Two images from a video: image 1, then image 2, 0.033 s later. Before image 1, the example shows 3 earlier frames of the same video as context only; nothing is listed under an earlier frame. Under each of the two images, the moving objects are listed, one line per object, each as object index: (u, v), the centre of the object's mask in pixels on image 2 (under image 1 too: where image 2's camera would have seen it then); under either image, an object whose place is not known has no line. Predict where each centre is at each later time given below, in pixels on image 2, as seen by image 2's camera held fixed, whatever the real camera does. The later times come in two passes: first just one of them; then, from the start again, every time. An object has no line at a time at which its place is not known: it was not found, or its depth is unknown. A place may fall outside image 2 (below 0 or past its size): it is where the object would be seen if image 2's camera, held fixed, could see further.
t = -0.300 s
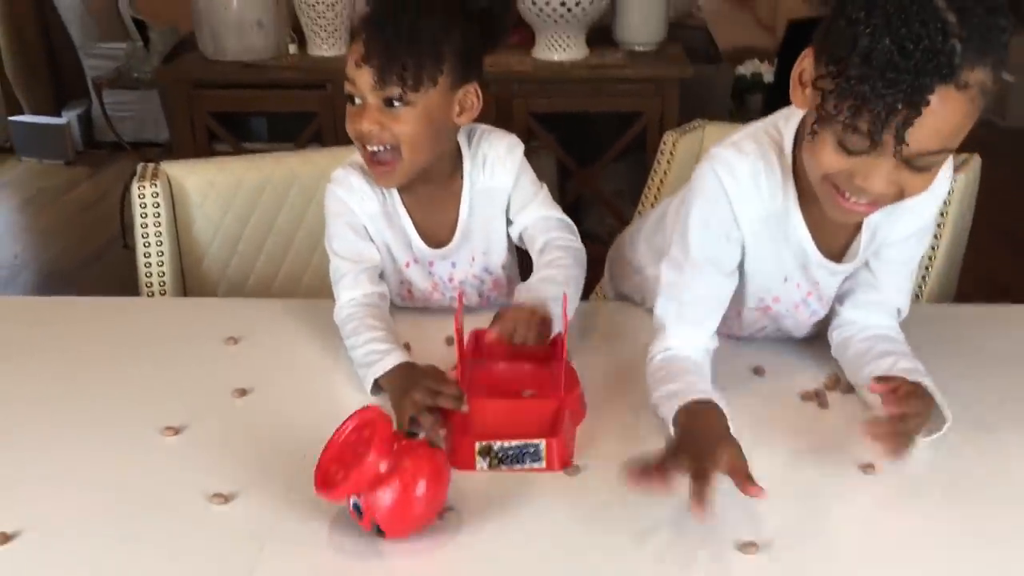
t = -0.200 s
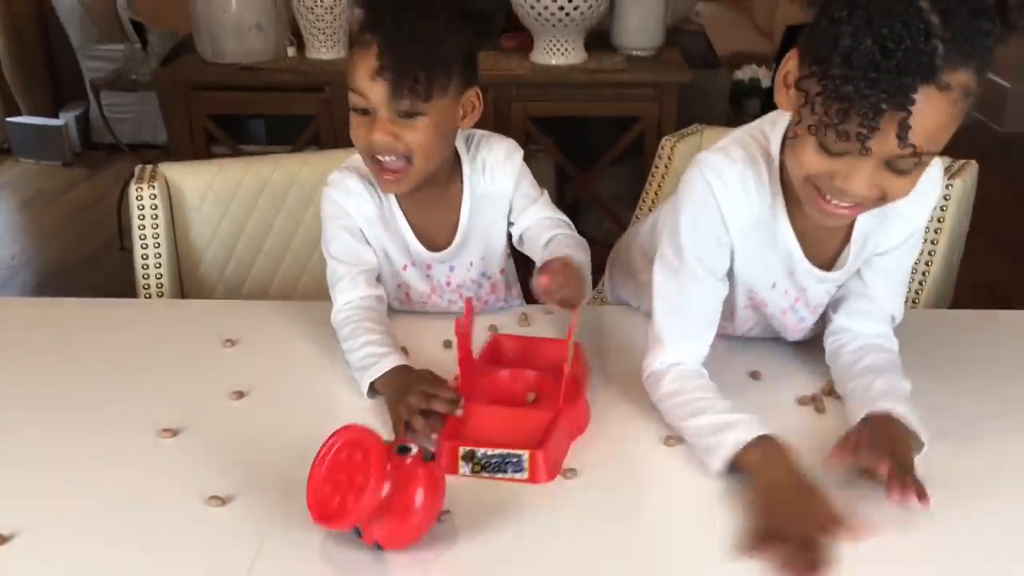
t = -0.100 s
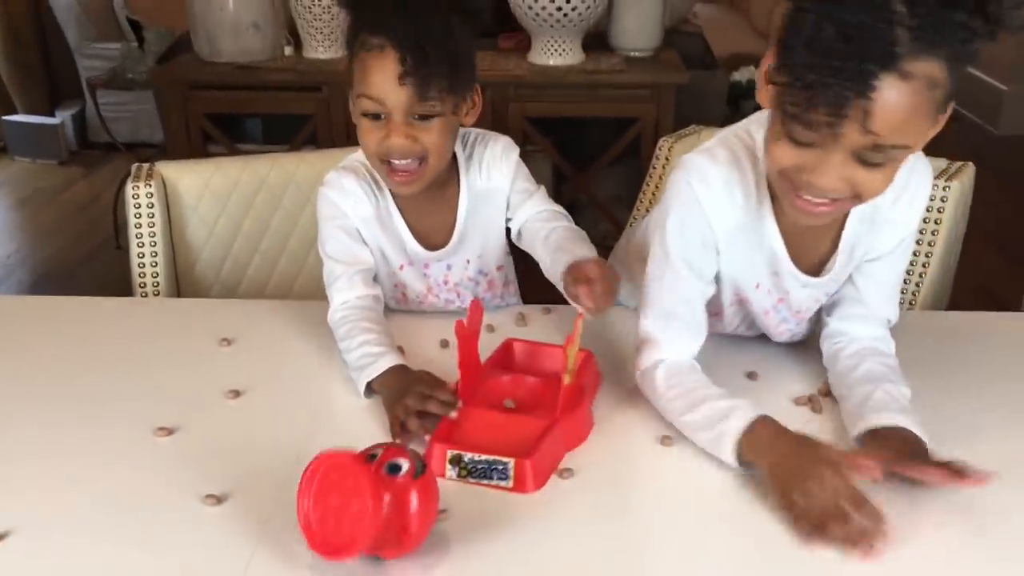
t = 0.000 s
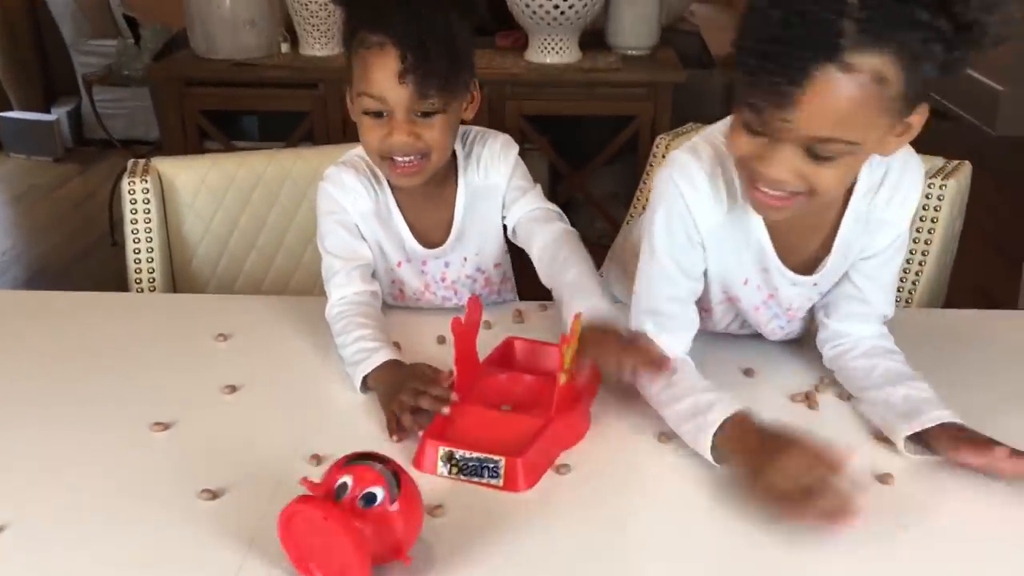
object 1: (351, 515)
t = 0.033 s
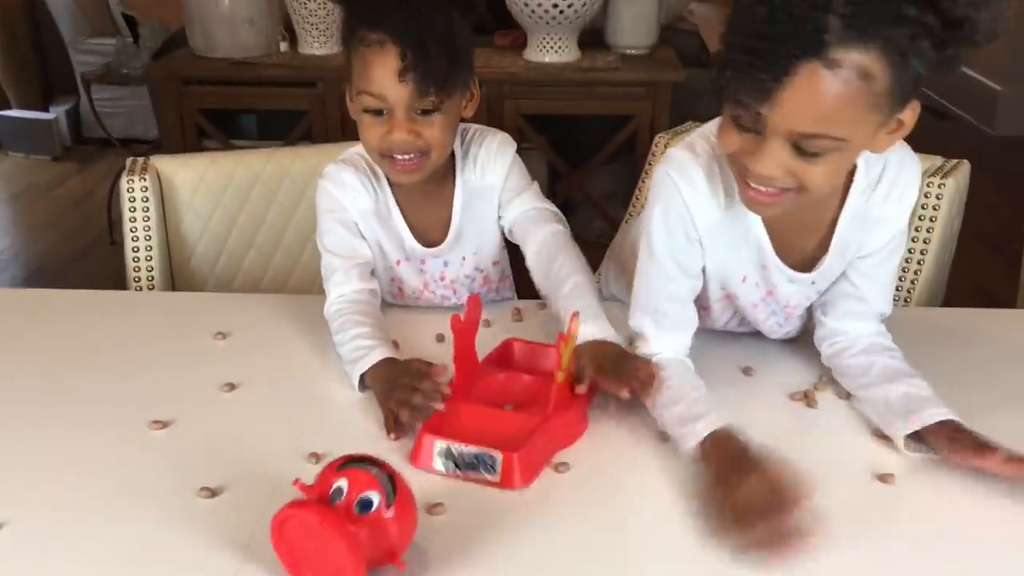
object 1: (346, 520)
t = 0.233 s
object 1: (332, 538)
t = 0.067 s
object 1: (342, 524)
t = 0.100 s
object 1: (339, 528)
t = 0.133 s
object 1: (336, 531)
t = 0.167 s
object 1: (334, 533)
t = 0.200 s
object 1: (333, 536)
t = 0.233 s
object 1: (332, 538)
